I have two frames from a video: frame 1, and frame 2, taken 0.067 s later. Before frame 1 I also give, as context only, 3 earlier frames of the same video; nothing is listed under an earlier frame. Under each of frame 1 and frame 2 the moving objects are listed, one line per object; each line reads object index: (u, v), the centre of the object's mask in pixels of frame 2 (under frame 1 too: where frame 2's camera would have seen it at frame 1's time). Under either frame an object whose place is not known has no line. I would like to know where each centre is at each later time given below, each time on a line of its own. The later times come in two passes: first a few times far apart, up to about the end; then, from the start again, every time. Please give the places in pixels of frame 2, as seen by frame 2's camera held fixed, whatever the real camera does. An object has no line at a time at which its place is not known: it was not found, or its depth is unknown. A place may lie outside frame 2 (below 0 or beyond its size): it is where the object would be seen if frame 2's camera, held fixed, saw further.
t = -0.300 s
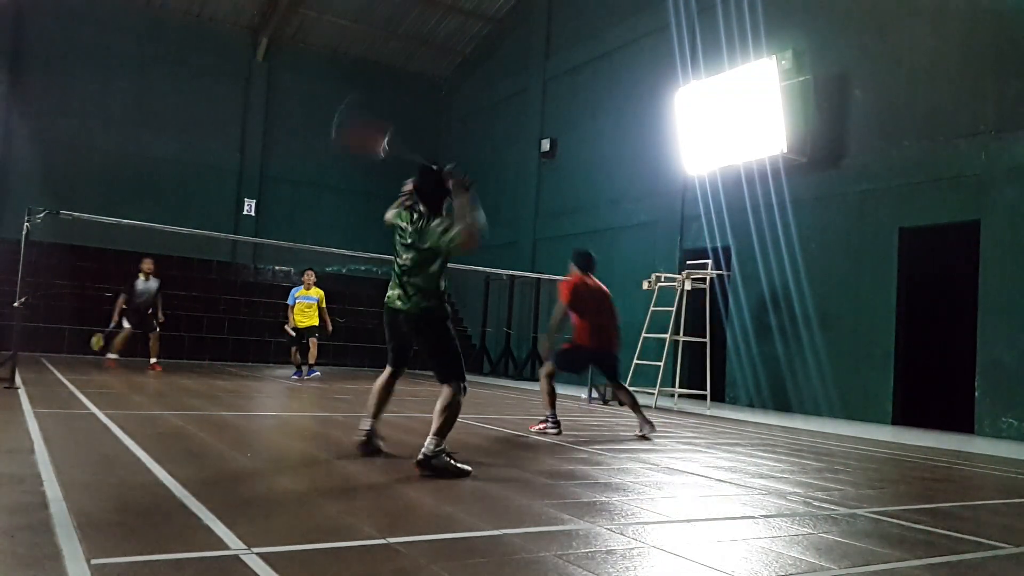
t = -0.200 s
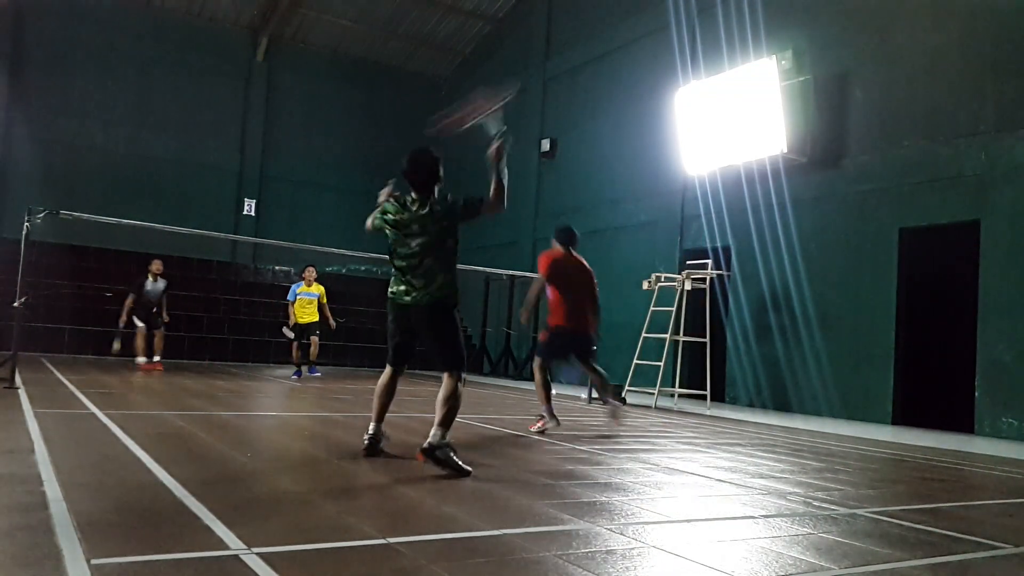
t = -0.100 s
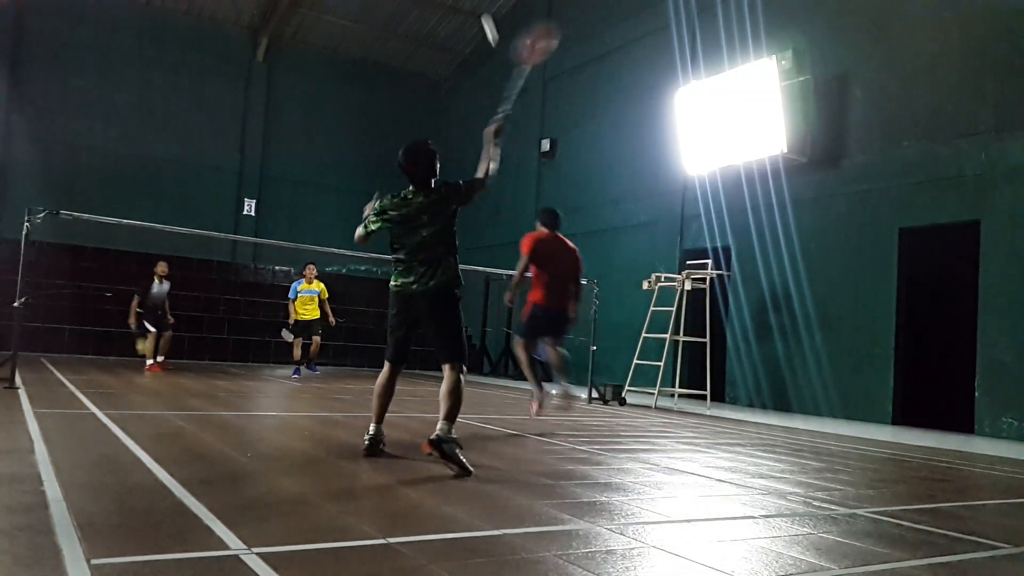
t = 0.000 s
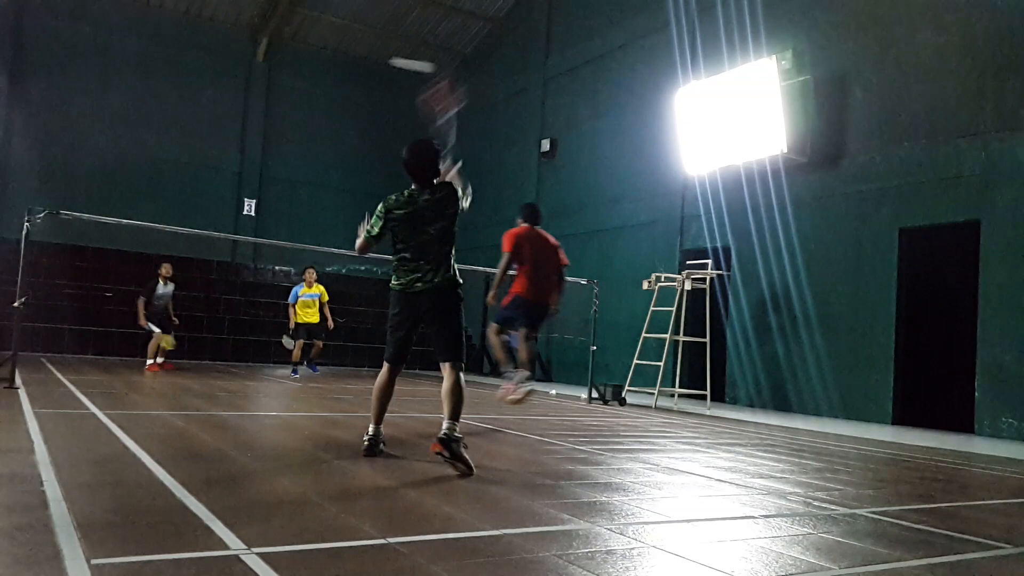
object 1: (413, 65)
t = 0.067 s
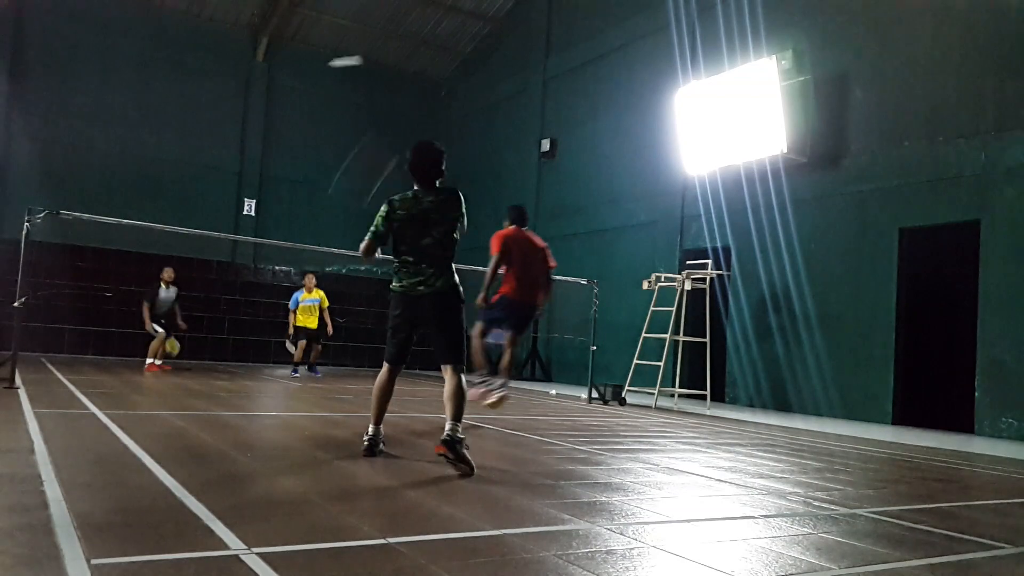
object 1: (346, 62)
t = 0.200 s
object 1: (259, 80)
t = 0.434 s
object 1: (172, 135)
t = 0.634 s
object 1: (126, 201)
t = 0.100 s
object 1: (320, 65)
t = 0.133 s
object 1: (297, 70)
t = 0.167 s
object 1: (277, 75)
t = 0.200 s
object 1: (259, 80)
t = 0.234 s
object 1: (242, 86)
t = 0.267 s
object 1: (228, 92)
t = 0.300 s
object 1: (215, 99)
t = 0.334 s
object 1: (203, 108)
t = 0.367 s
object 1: (192, 117)
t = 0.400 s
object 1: (182, 125)
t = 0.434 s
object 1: (172, 135)
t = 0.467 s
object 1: (163, 145)
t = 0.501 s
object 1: (155, 156)
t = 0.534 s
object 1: (147, 167)
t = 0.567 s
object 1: (140, 178)
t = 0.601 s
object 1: (133, 189)
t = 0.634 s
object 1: (126, 201)
